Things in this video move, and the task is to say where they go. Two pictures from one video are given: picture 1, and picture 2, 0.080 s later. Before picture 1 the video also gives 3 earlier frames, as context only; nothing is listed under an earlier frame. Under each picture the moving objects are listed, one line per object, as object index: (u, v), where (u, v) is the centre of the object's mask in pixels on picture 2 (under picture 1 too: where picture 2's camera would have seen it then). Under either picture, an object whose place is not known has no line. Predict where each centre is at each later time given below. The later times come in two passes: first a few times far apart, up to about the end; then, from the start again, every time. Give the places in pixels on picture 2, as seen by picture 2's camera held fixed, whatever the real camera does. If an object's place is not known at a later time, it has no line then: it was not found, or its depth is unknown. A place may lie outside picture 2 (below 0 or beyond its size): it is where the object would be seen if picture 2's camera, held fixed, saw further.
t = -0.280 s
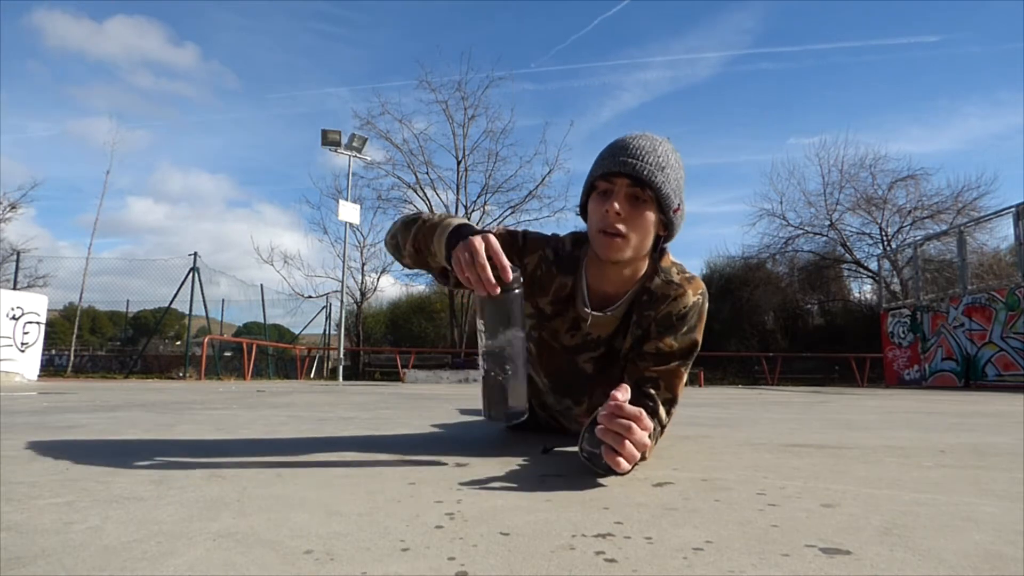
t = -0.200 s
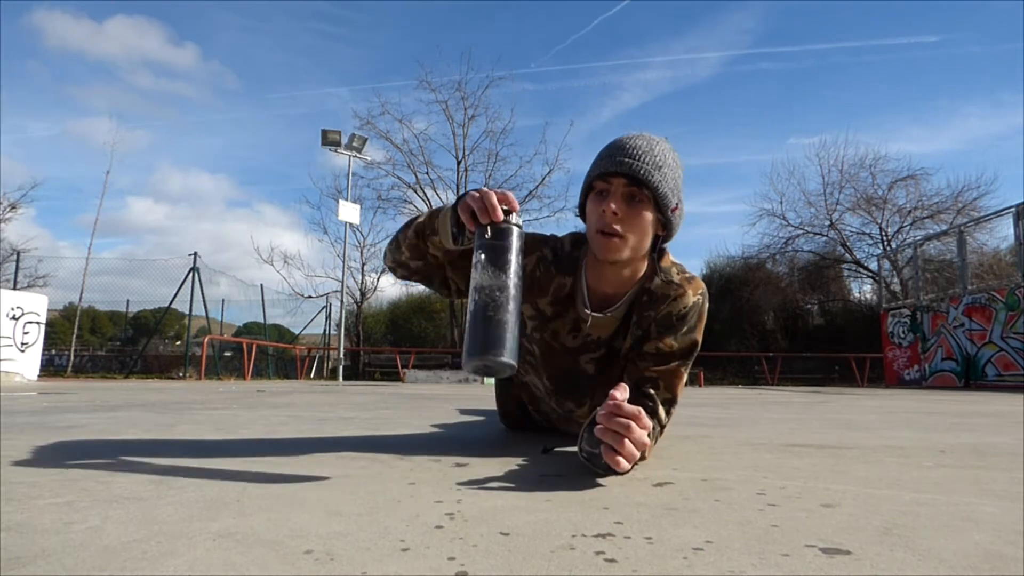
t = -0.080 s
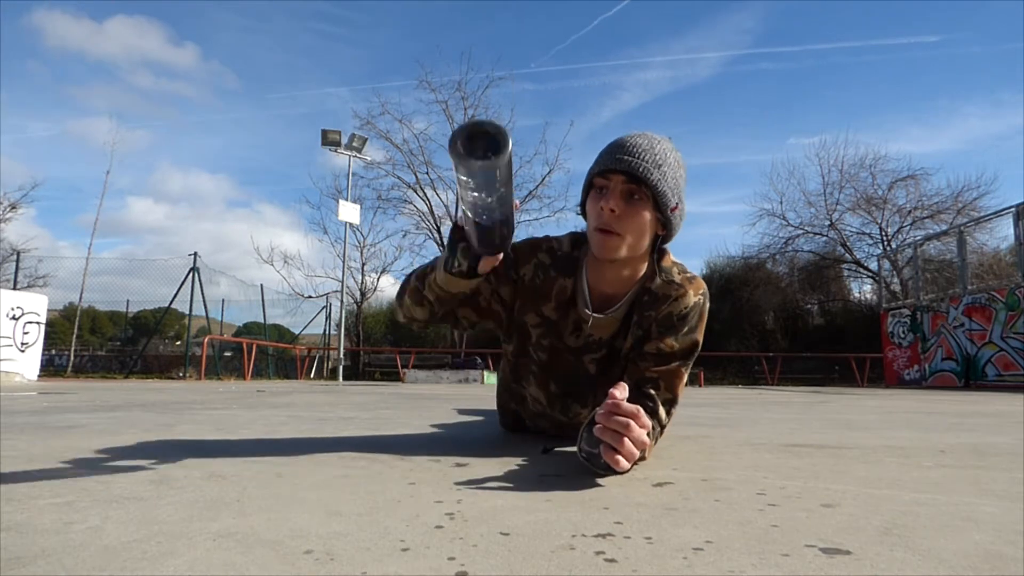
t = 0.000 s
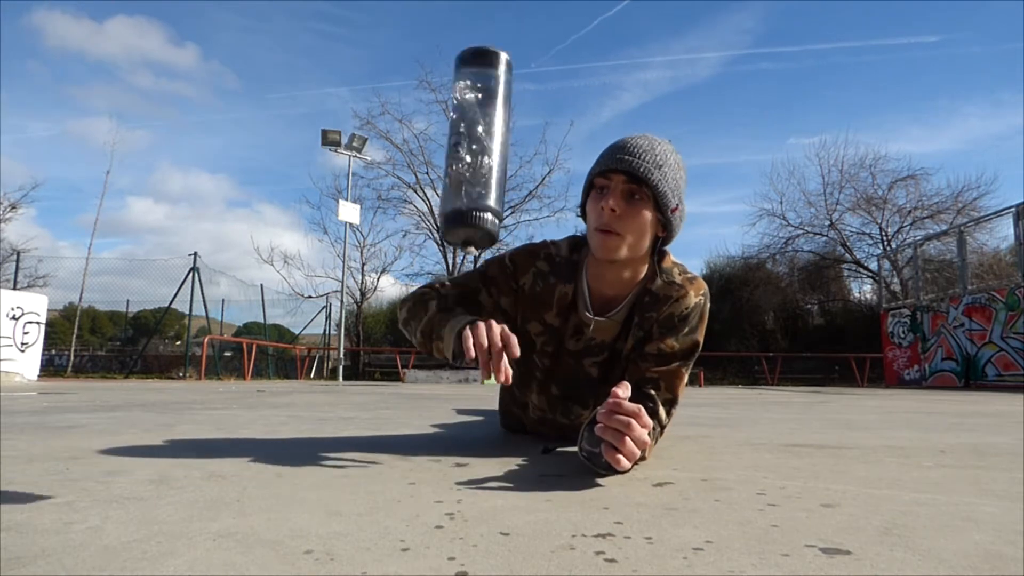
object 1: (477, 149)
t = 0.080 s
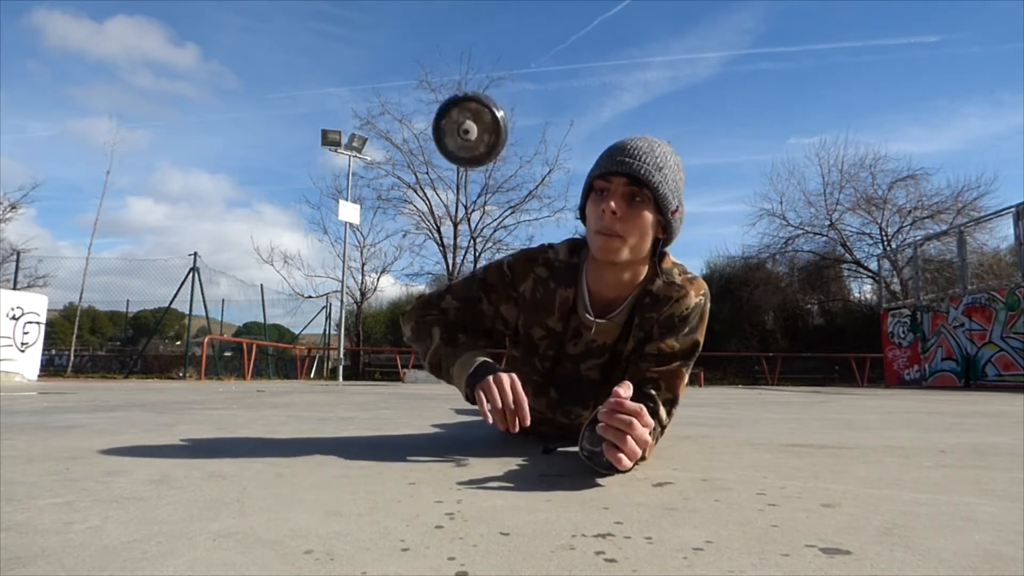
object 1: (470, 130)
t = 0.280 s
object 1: (459, 378)
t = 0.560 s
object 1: (446, 395)
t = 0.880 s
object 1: (448, 394)
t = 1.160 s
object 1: (448, 395)
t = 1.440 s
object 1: (448, 395)
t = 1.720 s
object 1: (448, 394)
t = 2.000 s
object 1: (448, 395)
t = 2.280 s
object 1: (448, 394)
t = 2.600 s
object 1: (448, 395)
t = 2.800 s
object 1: (448, 395)
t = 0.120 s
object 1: (470, 129)
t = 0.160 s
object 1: (468, 162)
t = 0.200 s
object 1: (467, 225)
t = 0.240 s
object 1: (464, 321)
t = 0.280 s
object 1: (459, 378)
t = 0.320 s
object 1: (456, 390)
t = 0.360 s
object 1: (451, 396)
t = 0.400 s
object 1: (446, 393)
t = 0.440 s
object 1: (446, 392)
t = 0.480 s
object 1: (447, 394)
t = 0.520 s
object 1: (445, 395)
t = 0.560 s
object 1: (446, 395)
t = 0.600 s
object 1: (451, 395)
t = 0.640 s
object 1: (451, 395)
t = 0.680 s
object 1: (447, 395)
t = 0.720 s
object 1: (447, 394)
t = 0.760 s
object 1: (449, 395)
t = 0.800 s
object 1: (448, 394)
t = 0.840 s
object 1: (448, 394)
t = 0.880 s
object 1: (448, 394)
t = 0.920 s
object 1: (448, 394)
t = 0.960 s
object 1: (448, 394)
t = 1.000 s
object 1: (448, 394)
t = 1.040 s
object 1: (448, 394)
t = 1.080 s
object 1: (448, 394)
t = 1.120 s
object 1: (448, 394)
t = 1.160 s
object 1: (448, 395)
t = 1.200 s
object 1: (448, 395)
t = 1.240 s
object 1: (448, 394)
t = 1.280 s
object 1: (448, 395)
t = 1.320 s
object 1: (448, 394)
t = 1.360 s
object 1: (448, 394)
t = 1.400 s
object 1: (448, 395)
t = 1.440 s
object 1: (448, 395)
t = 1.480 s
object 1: (448, 395)
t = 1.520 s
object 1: (448, 395)
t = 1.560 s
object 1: (448, 395)
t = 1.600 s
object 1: (448, 394)
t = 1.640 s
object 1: (448, 394)
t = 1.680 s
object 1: (448, 394)
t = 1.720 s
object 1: (448, 394)
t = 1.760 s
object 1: (448, 394)
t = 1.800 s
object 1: (448, 394)
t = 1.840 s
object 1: (448, 394)
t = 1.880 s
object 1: (448, 395)
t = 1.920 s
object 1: (448, 395)
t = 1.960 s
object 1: (448, 395)
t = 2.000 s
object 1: (448, 395)
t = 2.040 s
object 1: (448, 395)
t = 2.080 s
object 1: (448, 395)
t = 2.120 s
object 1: (448, 395)
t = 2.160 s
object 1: (448, 395)
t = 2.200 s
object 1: (448, 394)
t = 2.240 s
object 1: (448, 394)
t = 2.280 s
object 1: (448, 394)
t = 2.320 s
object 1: (448, 394)
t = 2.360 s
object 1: (448, 395)
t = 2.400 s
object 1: (448, 394)
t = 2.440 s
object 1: (448, 395)
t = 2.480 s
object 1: (448, 395)
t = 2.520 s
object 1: (448, 395)
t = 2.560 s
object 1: (448, 394)
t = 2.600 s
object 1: (448, 395)
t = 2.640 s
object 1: (448, 394)
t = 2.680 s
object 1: (448, 395)
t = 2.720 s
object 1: (448, 395)
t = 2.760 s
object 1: (448, 395)
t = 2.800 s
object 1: (448, 395)
